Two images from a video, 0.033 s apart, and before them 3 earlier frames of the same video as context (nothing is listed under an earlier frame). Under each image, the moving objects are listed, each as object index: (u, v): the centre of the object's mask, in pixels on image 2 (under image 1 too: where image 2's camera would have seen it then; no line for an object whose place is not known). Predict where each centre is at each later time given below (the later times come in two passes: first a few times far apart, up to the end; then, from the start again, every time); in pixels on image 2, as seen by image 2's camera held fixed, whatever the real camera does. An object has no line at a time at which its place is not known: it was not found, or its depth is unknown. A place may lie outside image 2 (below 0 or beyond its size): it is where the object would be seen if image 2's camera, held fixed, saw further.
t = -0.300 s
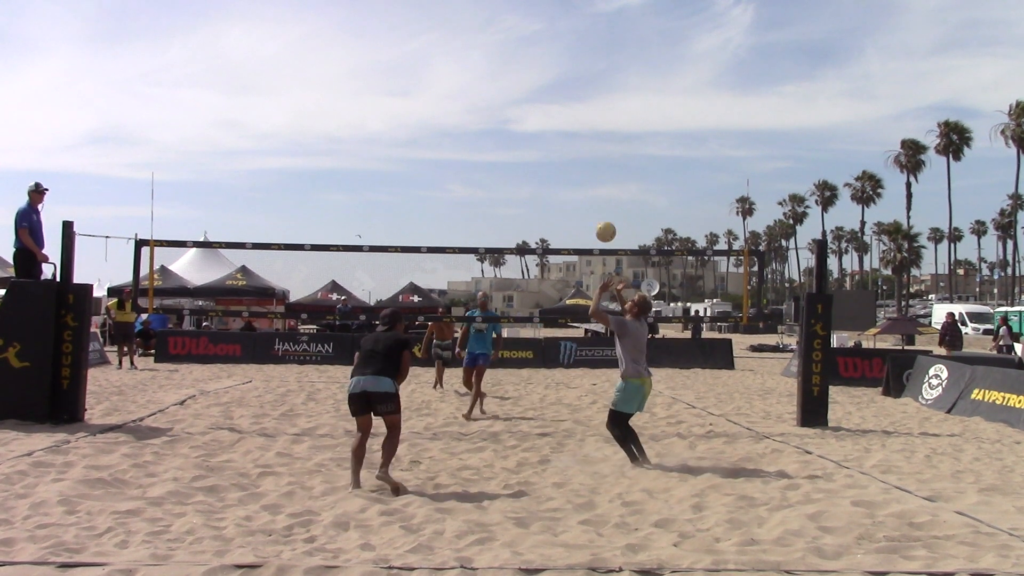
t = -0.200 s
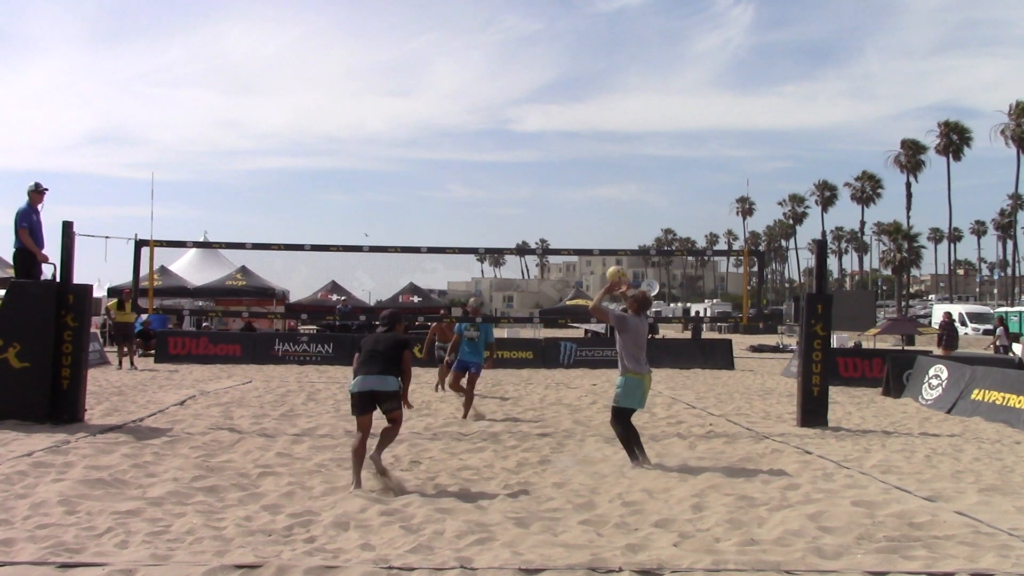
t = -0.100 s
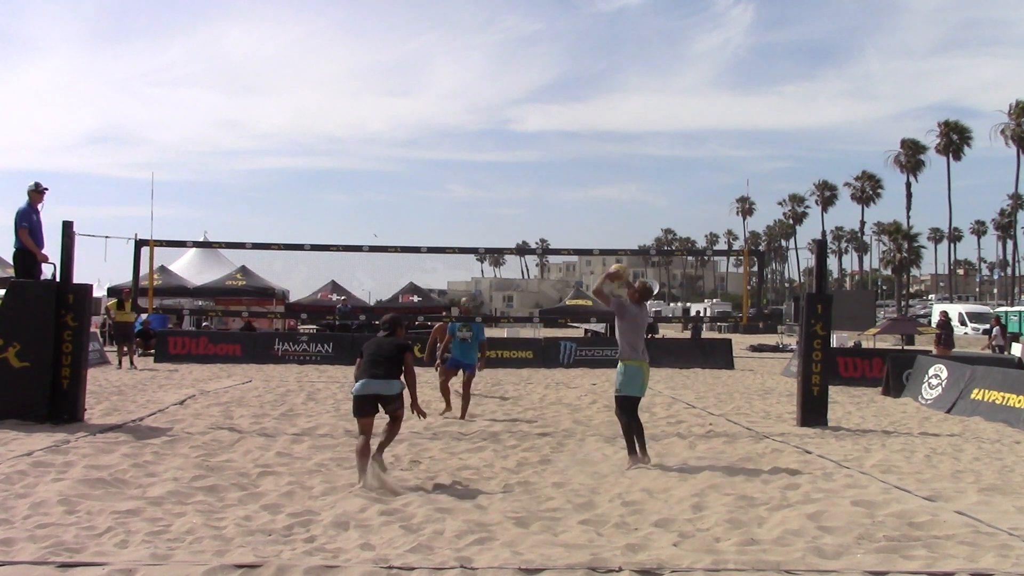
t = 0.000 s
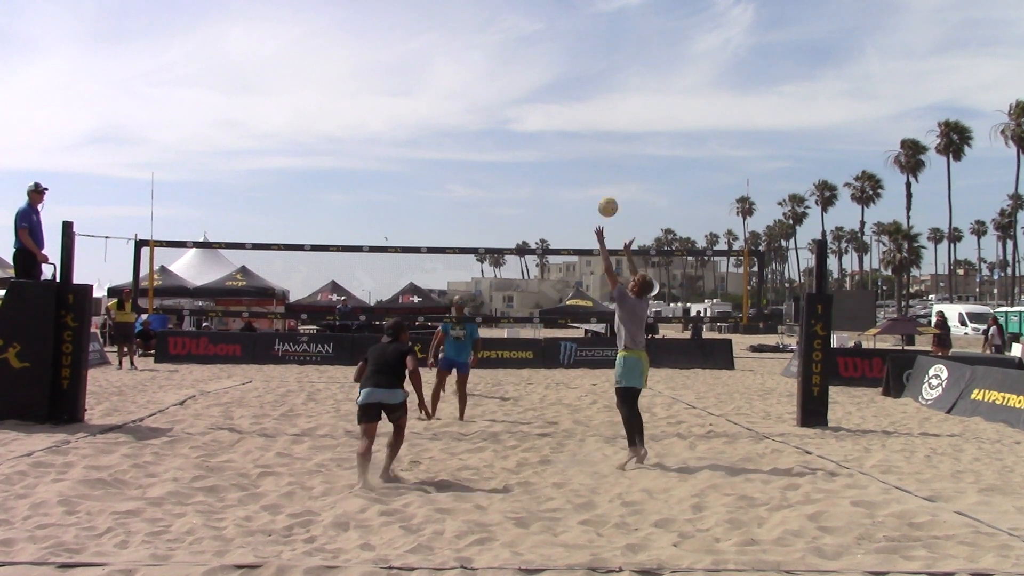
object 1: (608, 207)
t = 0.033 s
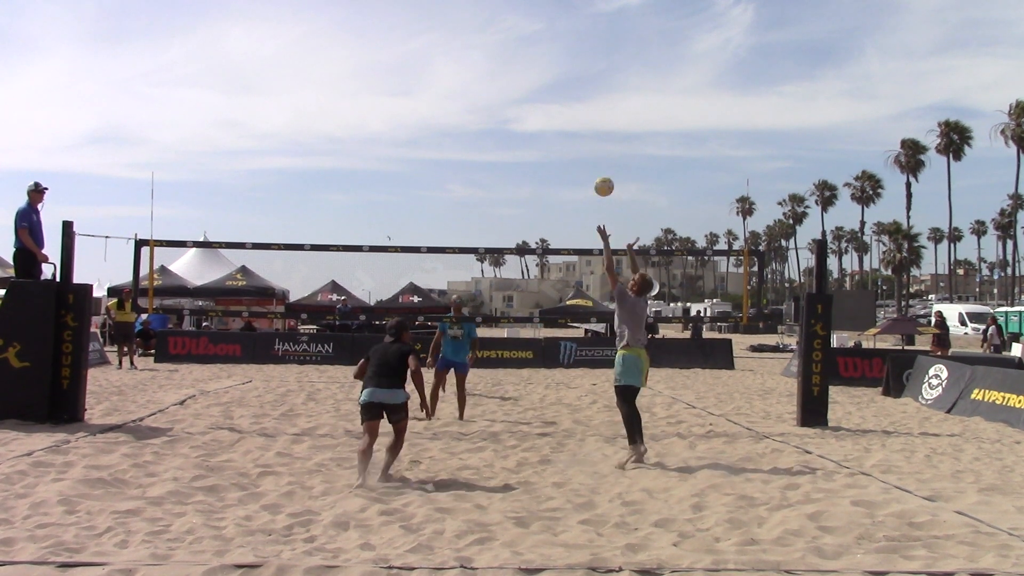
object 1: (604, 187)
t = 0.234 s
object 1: (583, 89)
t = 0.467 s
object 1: (563, 27)
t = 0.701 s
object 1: (544, 14)
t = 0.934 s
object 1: (526, 45)
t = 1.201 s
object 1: (506, 128)
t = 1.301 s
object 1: (499, 172)
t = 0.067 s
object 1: (600, 167)
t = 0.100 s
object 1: (596, 150)
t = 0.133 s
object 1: (593, 133)
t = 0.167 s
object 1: (589, 117)
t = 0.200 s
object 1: (586, 103)
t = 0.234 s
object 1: (583, 89)
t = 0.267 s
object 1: (580, 77)
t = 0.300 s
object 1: (577, 66)
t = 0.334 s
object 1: (574, 56)
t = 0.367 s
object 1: (571, 47)
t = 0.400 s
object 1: (568, 39)
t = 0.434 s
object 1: (565, 32)
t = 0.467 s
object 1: (563, 27)
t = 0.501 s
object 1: (560, 22)
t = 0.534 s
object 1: (557, 18)
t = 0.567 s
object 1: (555, 15)
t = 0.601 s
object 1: (552, 14)
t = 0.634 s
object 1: (549, 12)
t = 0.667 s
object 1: (547, 13)
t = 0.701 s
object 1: (544, 14)
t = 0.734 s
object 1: (541, 15)
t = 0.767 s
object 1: (539, 18)
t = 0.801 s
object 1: (536, 22)
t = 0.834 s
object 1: (534, 26)
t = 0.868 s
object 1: (532, 31)
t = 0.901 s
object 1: (529, 38)
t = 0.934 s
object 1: (526, 45)
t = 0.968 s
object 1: (524, 53)
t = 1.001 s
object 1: (521, 61)
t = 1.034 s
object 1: (519, 70)
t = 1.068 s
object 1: (516, 80)
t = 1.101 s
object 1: (513, 91)
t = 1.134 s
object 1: (511, 103)
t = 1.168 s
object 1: (508, 115)
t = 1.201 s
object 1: (506, 128)
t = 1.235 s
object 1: (504, 142)
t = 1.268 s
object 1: (502, 157)
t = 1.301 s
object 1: (499, 172)
